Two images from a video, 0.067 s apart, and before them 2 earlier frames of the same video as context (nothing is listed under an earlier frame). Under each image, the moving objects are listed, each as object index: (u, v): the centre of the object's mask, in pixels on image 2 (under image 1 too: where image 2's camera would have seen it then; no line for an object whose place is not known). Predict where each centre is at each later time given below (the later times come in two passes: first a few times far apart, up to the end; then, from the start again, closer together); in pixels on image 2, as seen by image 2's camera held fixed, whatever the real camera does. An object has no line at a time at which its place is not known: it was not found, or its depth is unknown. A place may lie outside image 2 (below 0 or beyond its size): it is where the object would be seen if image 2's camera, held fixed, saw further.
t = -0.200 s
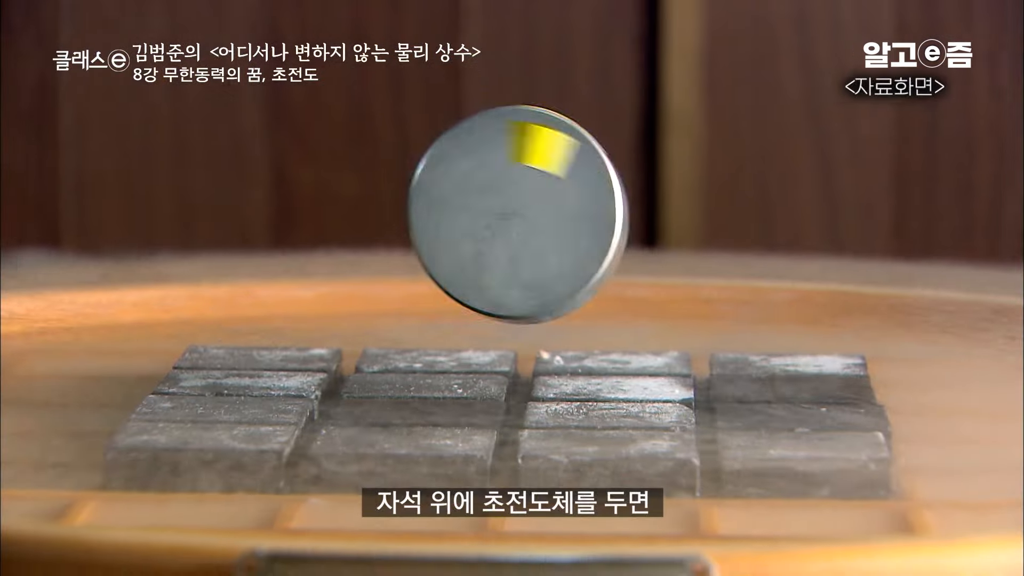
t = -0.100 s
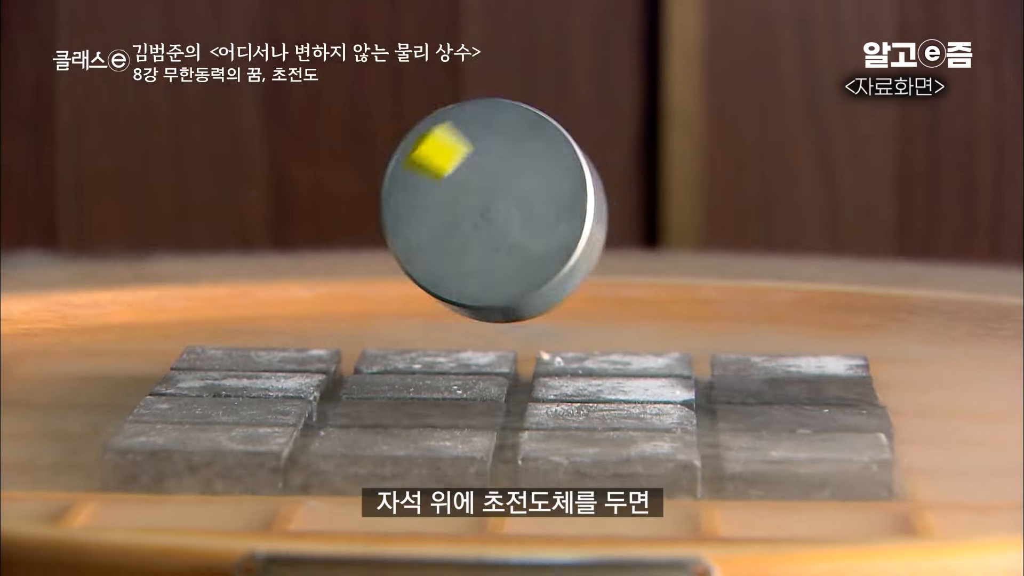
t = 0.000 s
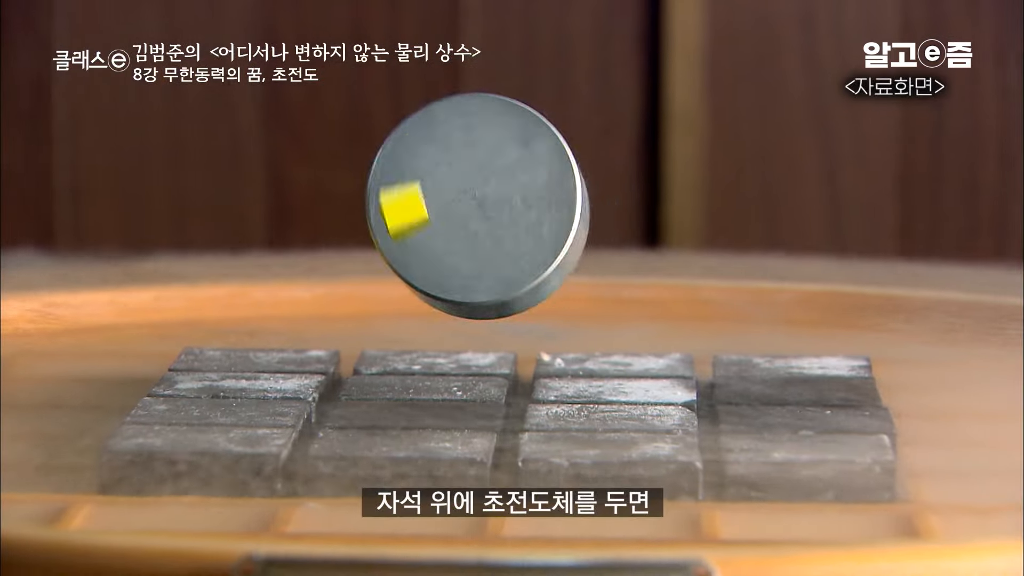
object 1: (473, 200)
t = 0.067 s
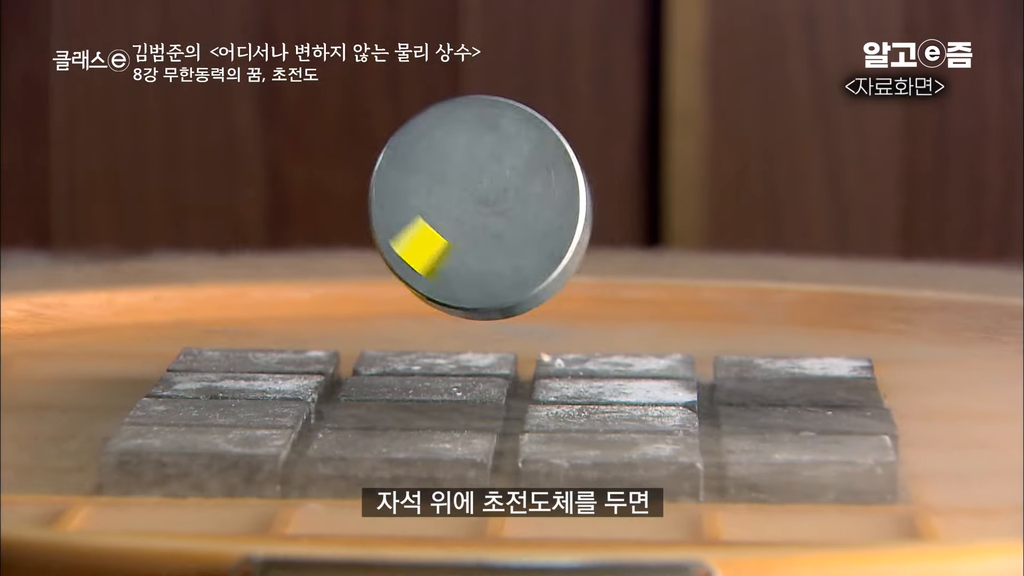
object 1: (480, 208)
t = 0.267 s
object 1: (528, 209)
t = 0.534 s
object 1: (500, 213)
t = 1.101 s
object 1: (526, 211)
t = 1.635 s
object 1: (525, 203)
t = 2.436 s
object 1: (521, 212)
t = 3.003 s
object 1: (519, 208)
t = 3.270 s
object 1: (518, 209)
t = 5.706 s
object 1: (498, 206)
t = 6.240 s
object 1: (536, 217)
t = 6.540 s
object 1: (491, 207)
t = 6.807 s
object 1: (511, 209)
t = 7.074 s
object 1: (513, 213)
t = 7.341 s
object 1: (489, 211)
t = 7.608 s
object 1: (534, 205)
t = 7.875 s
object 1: (481, 213)
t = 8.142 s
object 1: (502, 211)
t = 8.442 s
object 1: (536, 209)
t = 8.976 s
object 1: (512, 212)
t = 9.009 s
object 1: (519, 215)
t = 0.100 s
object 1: (485, 208)
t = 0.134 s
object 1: (492, 208)
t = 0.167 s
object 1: (500, 208)
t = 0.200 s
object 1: (510, 209)
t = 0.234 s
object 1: (519, 209)
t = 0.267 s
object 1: (528, 209)
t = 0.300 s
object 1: (535, 208)
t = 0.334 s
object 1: (538, 207)
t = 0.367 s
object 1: (538, 208)
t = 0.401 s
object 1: (535, 210)
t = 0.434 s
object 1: (529, 212)
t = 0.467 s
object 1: (521, 213)
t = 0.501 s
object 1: (510, 213)
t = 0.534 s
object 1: (500, 213)
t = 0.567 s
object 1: (490, 212)
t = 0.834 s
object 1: (503, 208)
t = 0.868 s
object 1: (513, 207)
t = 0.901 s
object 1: (520, 204)
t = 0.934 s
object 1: (527, 204)
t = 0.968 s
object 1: (532, 205)
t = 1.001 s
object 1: (534, 206)
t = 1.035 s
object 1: (535, 207)
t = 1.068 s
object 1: (531, 208)
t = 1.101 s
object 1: (526, 211)
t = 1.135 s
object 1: (518, 213)
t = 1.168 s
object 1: (508, 217)
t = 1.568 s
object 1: (520, 203)
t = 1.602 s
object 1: (523, 202)
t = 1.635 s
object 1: (525, 203)
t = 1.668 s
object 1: (528, 205)
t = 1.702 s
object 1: (528, 208)
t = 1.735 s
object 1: (526, 210)
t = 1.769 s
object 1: (523, 211)
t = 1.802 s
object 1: (514, 214)
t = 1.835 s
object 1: (509, 218)
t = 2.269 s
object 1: (518, 207)
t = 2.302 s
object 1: (521, 207)
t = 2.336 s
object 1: (524, 207)
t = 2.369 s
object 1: (526, 208)
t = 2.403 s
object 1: (523, 209)
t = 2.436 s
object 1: (521, 212)
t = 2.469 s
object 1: (520, 214)
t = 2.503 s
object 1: (514, 213)
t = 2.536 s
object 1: (511, 214)
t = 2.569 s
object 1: (507, 216)
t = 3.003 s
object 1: (519, 208)
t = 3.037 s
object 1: (523, 208)
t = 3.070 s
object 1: (529, 209)
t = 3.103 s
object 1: (532, 209)
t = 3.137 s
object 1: (532, 208)
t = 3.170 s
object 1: (533, 209)
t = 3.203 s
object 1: (532, 210)
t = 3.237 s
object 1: (526, 210)
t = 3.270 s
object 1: (518, 209)
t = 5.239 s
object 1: (503, 215)
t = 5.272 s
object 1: (511, 216)
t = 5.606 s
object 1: (526, 208)
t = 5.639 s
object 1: (519, 208)
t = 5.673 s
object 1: (508, 209)
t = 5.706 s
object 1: (498, 206)
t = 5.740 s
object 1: (490, 205)
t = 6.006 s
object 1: (481, 205)
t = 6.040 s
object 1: (488, 207)
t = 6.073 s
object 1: (499, 207)
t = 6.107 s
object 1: (509, 209)
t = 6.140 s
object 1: (517, 211)
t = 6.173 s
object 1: (525, 214)
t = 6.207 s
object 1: (532, 217)
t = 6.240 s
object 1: (536, 217)
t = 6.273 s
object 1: (539, 215)
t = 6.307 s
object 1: (537, 215)
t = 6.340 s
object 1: (533, 215)
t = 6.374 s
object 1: (527, 214)
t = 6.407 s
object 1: (518, 213)
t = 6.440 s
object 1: (510, 210)
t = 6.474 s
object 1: (502, 208)
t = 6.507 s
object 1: (496, 207)
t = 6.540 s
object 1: (491, 207)
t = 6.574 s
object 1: (487, 208)
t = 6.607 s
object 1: (486, 208)
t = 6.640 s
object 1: (486, 207)
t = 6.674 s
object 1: (489, 207)
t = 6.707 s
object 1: (492, 207)
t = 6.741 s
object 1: (498, 209)
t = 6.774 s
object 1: (504, 209)
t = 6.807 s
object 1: (511, 209)
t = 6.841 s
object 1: (518, 207)
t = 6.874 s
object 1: (525, 207)
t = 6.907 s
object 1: (529, 208)
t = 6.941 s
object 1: (530, 210)
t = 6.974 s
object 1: (529, 210)
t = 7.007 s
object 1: (526, 210)
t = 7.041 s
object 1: (521, 211)
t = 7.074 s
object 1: (513, 213)
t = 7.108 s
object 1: (505, 216)
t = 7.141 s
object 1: (497, 217)
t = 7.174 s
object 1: (490, 216)
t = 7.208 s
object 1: (485, 214)
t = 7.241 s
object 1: (483, 212)
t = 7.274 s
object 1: (483, 212)
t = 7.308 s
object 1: (485, 212)
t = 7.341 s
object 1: (489, 211)
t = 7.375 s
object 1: (495, 209)
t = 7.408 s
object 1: (503, 207)
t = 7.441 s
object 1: (511, 207)
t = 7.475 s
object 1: (519, 208)
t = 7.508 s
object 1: (527, 208)
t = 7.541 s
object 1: (532, 207)
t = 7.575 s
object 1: (535, 205)
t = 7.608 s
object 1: (534, 205)
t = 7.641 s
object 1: (533, 206)
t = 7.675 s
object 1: (530, 208)
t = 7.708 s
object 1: (525, 209)
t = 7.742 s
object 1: (517, 209)
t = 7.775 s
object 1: (508, 209)
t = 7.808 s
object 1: (497, 208)
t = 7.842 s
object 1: (487, 210)
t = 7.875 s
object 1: (481, 213)
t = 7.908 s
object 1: (478, 213)
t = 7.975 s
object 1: (476, 214)
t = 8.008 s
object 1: (479, 214)
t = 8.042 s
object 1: (483, 215)
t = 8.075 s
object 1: (489, 215)
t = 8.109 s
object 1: (495, 213)
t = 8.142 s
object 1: (502, 211)
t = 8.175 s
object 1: (510, 210)
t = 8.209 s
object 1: (518, 210)
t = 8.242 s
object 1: (525, 212)
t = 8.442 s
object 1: (536, 209)
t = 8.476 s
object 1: (528, 208)
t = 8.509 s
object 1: (521, 206)
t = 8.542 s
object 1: (512, 206)
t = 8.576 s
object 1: (501, 207)
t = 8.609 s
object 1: (492, 209)
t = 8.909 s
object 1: (493, 206)
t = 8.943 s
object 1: (504, 209)
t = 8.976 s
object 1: (512, 212)
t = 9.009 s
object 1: (519, 215)
